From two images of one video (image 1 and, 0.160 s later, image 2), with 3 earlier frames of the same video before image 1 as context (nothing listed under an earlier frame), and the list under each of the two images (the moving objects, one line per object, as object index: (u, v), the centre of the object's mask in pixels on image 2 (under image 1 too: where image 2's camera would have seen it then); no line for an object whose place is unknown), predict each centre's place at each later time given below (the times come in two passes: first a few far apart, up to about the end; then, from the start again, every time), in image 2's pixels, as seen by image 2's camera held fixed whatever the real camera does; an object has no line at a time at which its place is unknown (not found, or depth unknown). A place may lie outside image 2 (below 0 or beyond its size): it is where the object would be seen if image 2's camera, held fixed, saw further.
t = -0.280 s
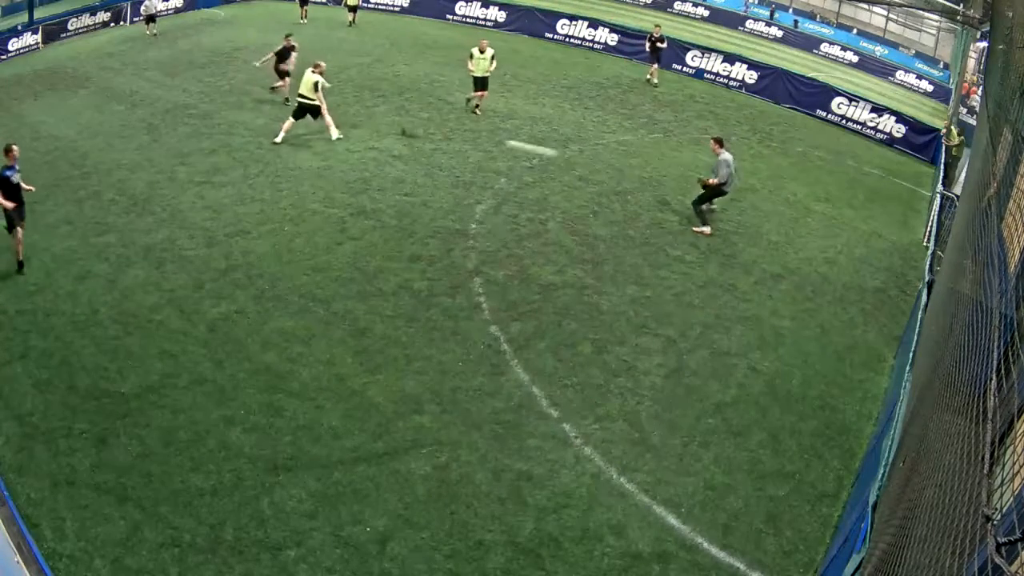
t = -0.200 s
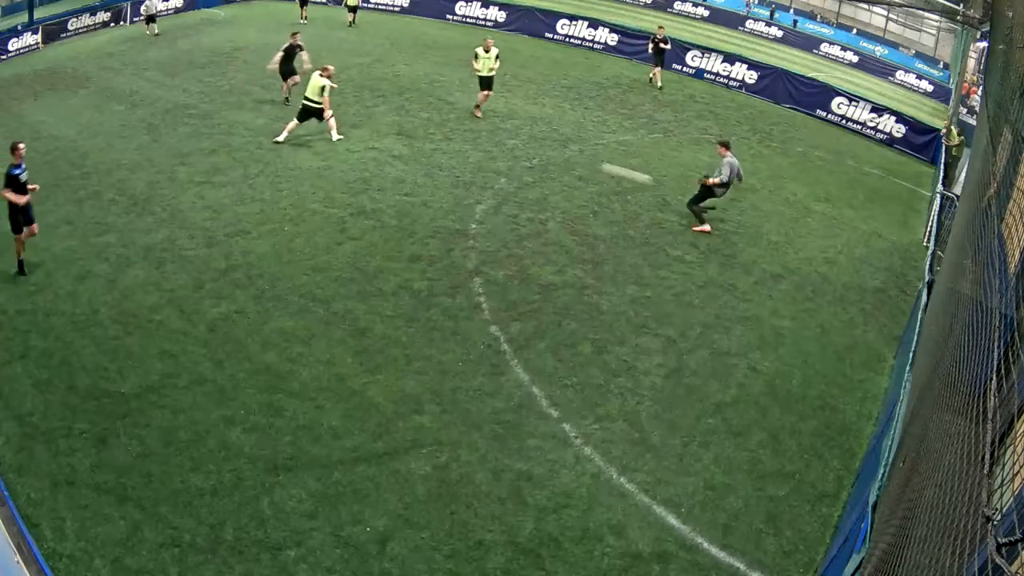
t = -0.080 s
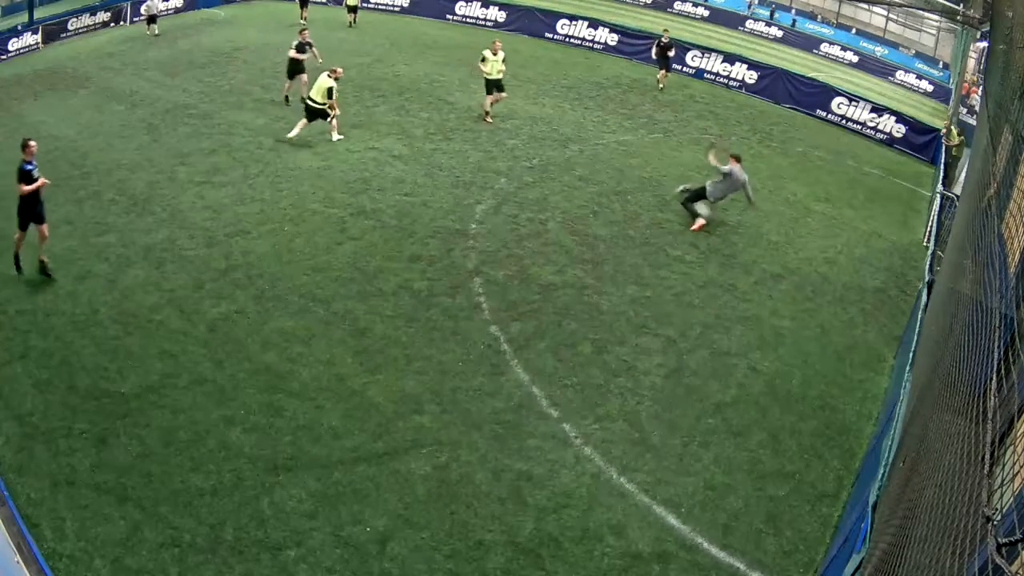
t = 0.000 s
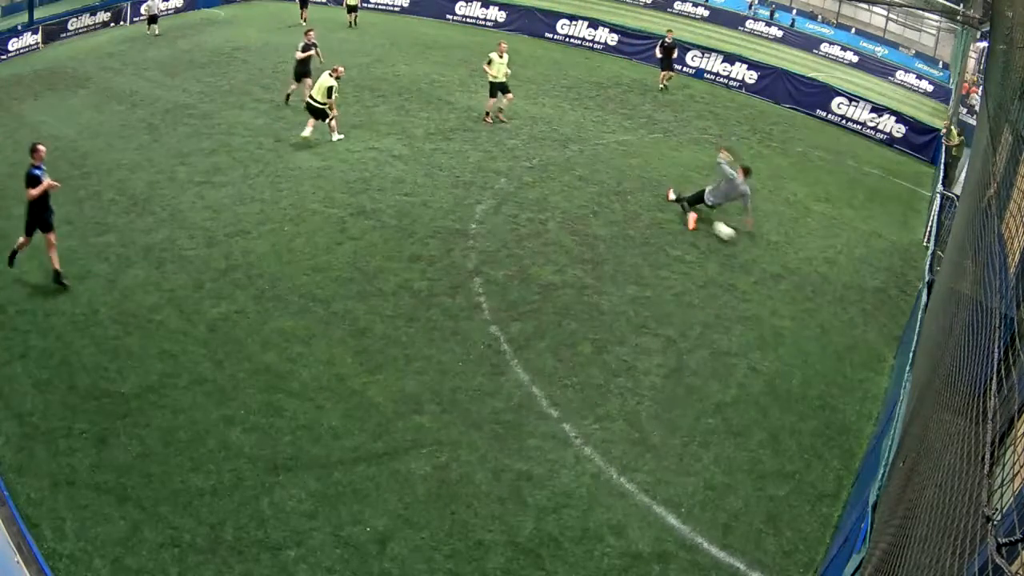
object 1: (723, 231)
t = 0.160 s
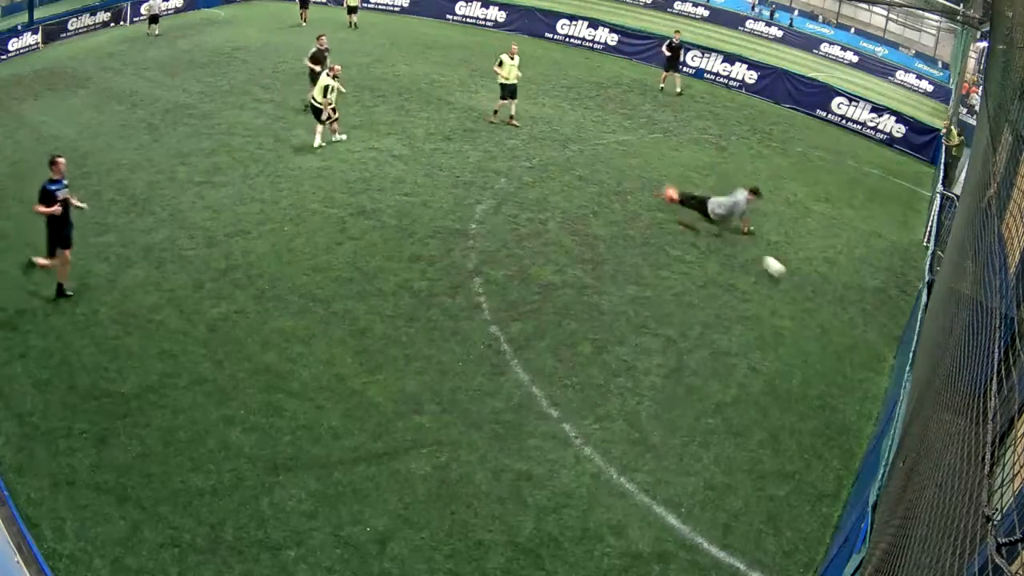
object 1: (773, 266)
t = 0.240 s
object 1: (799, 291)
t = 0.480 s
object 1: (883, 358)
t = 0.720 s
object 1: (797, 347)
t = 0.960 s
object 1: (651, 383)
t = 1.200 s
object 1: (496, 440)
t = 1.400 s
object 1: (415, 460)
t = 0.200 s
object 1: (786, 278)
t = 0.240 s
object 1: (799, 291)
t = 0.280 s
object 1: (813, 300)
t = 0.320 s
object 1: (827, 310)
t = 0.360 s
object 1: (842, 321)
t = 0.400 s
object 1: (856, 334)
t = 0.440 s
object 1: (870, 347)
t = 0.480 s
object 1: (883, 358)
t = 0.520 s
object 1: (879, 357)
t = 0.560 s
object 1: (865, 353)
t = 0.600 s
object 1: (851, 350)
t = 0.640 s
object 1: (834, 348)
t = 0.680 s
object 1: (817, 346)
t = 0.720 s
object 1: (797, 347)
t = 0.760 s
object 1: (777, 349)
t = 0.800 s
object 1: (755, 353)
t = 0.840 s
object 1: (731, 358)
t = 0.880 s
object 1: (705, 365)
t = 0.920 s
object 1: (678, 373)
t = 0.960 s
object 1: (651, 383)
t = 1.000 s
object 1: (619, 397)
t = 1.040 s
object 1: (589, 409)
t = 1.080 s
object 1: (559, 425)
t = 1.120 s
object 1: (529, 439)
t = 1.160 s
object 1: (512, 440)
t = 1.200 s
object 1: (496, 440)
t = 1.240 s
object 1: (482, 441)
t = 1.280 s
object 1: (466, 442)
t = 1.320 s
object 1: (450, 447)
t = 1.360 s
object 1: (432, 453)
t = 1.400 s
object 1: (415, 460)
